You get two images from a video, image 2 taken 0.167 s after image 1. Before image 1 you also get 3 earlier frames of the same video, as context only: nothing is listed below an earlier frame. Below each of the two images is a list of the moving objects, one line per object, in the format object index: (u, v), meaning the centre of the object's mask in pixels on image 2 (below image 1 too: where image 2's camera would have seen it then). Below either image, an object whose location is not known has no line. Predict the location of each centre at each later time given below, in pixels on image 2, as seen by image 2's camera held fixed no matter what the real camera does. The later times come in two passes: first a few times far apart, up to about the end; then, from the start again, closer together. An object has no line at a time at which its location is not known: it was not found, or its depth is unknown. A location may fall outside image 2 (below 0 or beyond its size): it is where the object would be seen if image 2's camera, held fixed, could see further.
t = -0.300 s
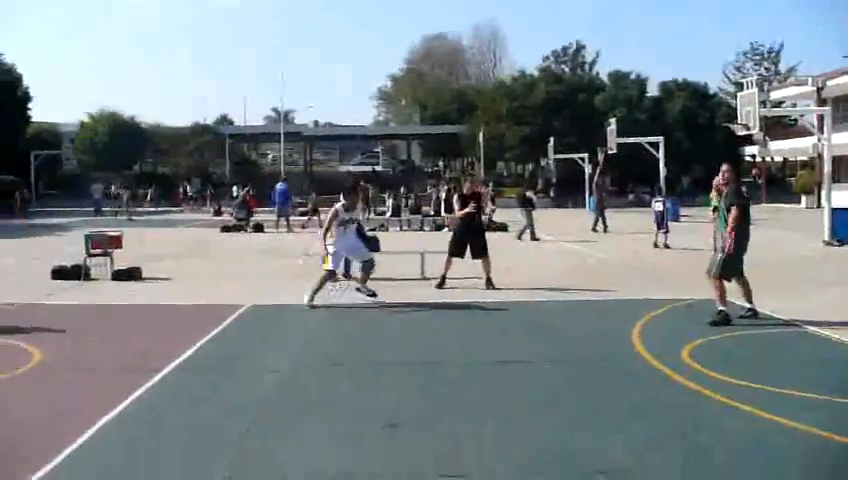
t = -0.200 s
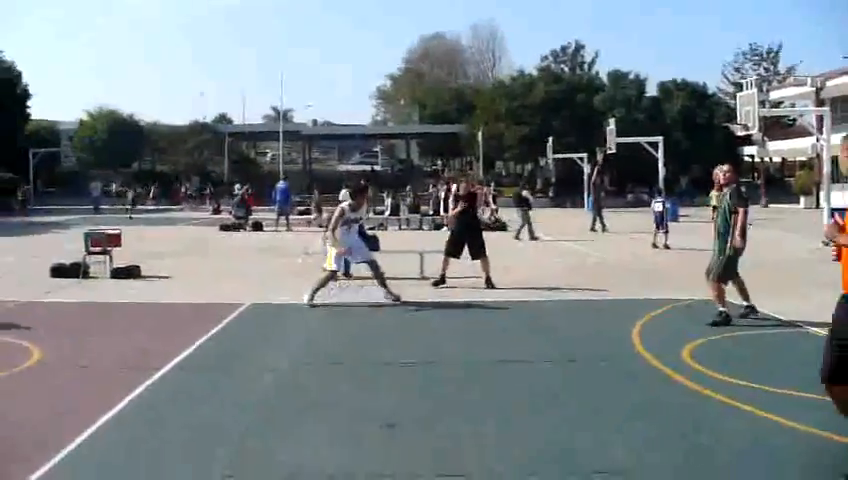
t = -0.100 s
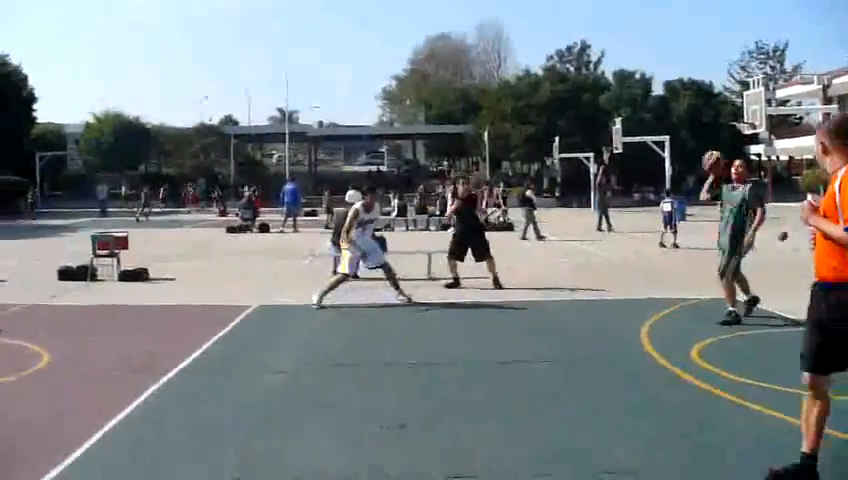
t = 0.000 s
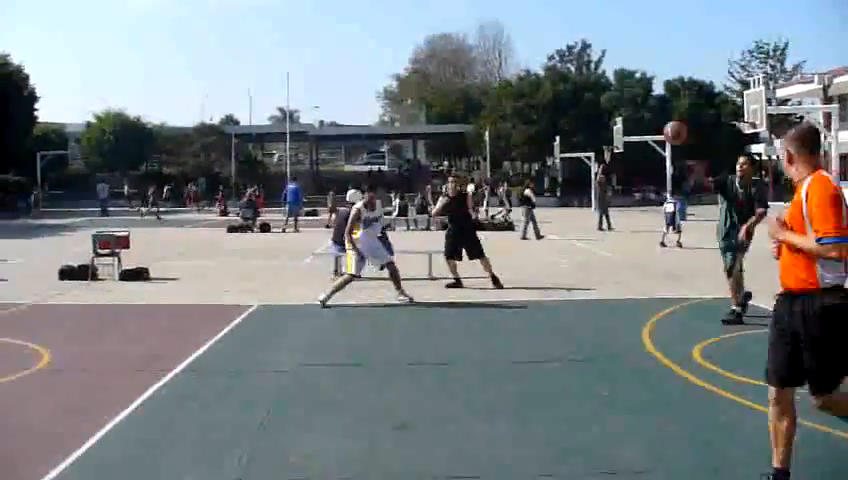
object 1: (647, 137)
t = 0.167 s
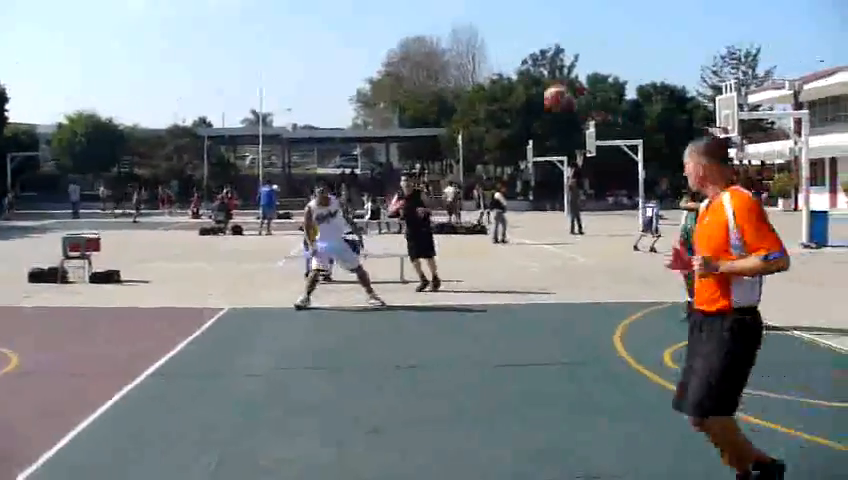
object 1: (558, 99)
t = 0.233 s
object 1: (508, 85)
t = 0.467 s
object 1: (255, 94)
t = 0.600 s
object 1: (-3, 156)
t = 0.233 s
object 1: (508, 85)
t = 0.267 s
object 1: (482, 79)
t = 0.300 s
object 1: (451, 82)
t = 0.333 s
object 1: (417, 80)
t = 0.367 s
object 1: (381, 82)
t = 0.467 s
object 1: (255, 94)
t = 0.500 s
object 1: (202, 104)
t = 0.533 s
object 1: (145, 118)
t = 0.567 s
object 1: (83, 135)
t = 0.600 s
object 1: (-3, 156)
